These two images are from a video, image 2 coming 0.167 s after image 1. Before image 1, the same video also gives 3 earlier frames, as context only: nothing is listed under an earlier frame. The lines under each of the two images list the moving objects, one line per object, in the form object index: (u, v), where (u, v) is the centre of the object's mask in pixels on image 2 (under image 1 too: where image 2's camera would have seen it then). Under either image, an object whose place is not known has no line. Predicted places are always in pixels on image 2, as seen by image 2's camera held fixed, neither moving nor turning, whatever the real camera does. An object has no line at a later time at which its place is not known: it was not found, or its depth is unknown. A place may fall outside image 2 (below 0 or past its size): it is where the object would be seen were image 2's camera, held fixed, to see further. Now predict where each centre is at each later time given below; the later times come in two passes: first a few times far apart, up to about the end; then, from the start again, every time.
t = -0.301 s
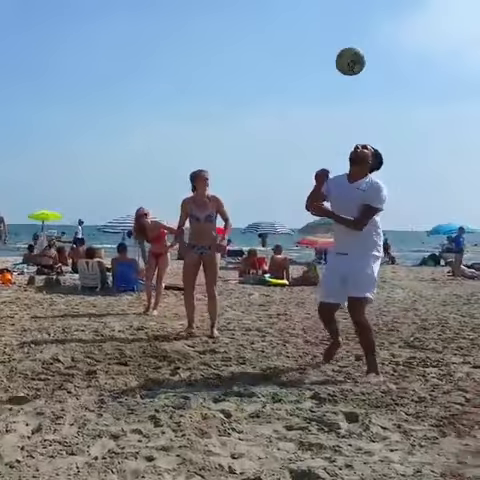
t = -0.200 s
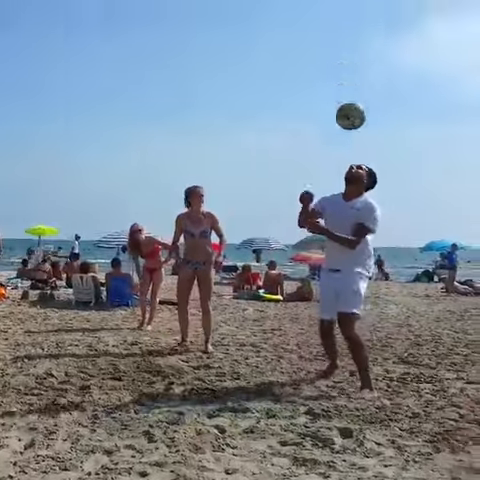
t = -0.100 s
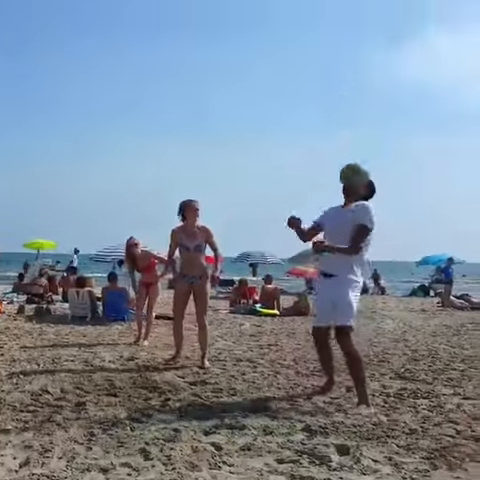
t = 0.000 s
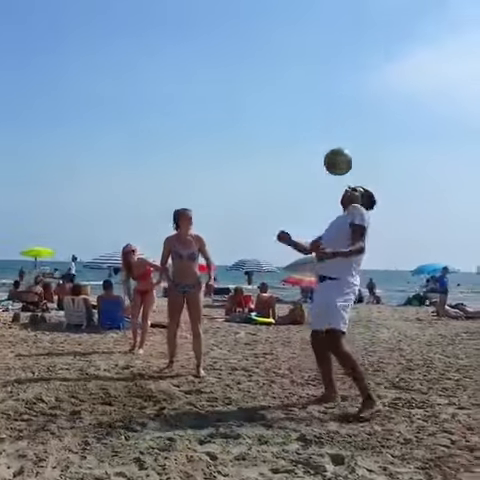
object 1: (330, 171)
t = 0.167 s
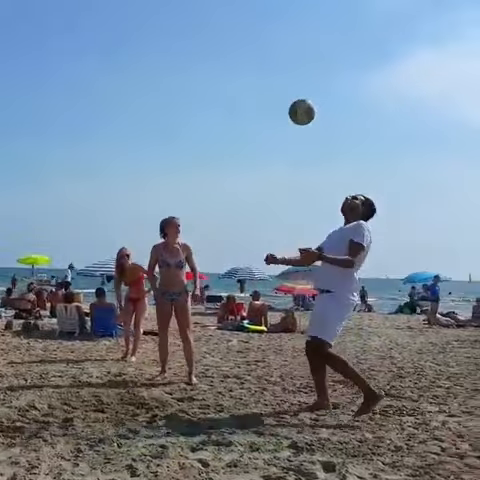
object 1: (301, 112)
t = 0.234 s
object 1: (291, 99)
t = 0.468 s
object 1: (258, 96)
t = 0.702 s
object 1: (233, 146)
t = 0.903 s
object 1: (214, 223)
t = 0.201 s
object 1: (296, 105)
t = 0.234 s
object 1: (291, 99)
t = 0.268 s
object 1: (286, 96)
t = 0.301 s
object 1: (281, 93)
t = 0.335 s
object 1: (276, 91)
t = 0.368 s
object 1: (272, 91)
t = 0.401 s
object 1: (267, 92)
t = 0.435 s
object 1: (263, 93)
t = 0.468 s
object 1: (258, 96)
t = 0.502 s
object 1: (254, 100)
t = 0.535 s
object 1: (250, 106)
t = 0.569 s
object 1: (246, 112)
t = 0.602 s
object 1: (242, 119)
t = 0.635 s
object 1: (238, 128)
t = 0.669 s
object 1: (236, 136)
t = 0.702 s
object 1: (233, 146)
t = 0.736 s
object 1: (230, 157)
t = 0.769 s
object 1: (227, 169)
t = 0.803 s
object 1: (223, 181)
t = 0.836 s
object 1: (220, 194)
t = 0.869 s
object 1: (217, 208)
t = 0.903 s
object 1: (214, 223)
